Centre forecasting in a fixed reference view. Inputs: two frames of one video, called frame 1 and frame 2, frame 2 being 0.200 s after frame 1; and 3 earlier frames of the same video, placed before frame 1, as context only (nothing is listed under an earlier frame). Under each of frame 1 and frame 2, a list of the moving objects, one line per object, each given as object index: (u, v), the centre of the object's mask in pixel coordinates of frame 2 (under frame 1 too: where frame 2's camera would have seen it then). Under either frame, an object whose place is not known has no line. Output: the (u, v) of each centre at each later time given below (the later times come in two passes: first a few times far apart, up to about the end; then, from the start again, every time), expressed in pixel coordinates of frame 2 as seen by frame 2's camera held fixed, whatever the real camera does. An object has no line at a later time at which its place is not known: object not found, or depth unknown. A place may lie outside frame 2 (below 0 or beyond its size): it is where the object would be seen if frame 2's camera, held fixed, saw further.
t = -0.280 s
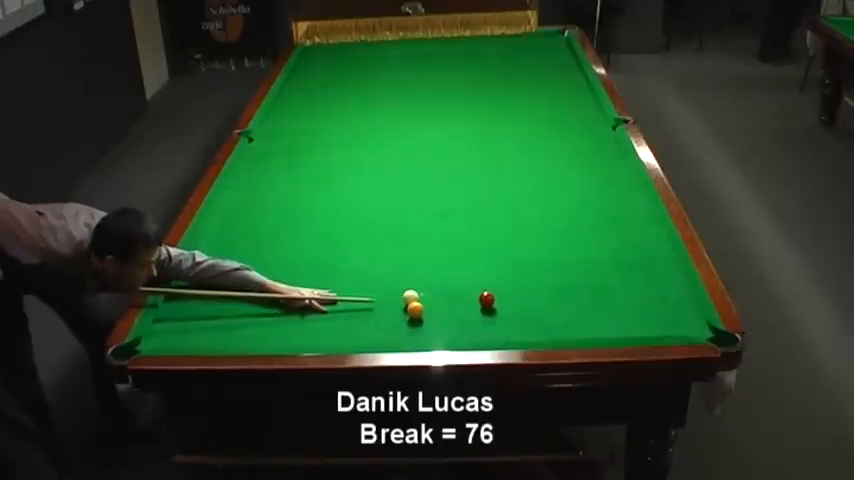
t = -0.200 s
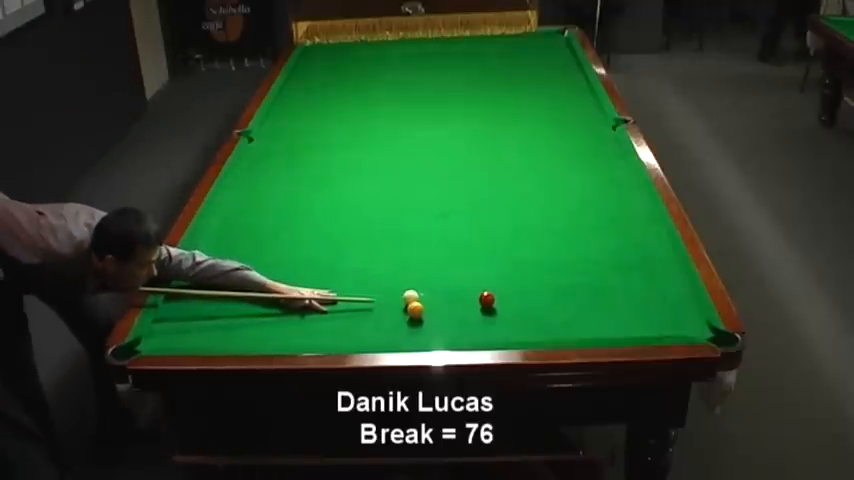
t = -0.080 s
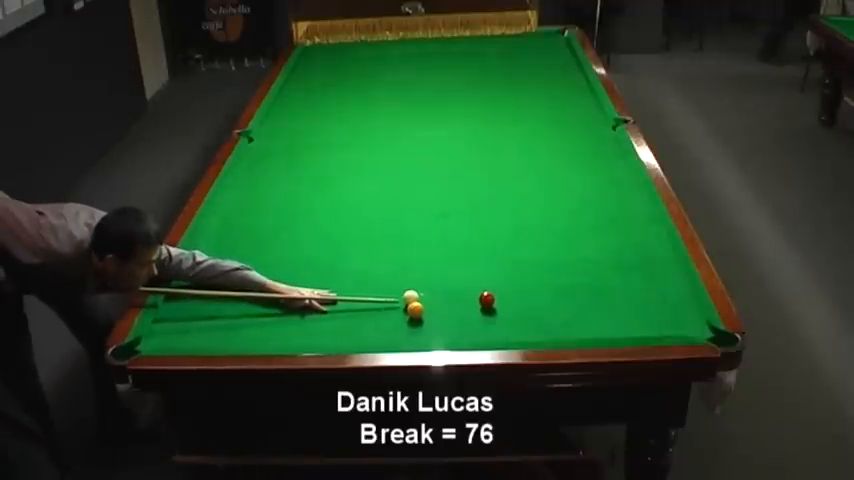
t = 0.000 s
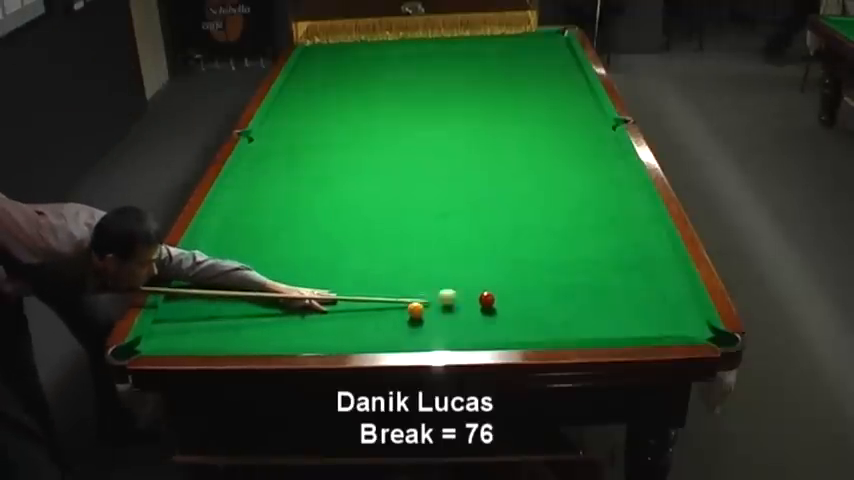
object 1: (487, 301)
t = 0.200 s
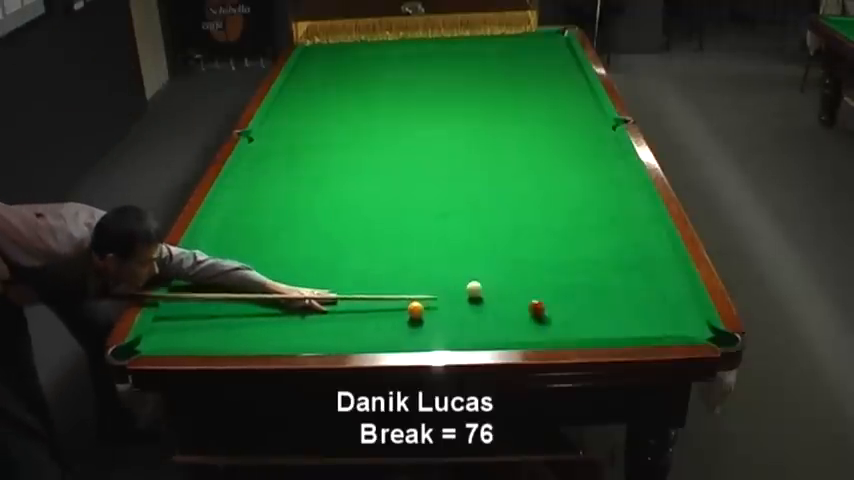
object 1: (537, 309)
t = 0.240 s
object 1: (549, 311)
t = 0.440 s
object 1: (609, 320)
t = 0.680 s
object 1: (680, 329)
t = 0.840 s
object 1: (724, 344)
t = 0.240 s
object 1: (549, 311)
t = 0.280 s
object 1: (561, 313)
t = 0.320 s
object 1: (573, 314)
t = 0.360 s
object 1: (585, 316)
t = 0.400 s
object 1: (597, 318)
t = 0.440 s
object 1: (609, 320)
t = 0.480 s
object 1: (621, 322)
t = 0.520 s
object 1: (633, 323)
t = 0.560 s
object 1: (645, 325)
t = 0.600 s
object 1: (656, 326)
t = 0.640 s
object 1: (668, 328)
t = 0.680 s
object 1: (680, 329)
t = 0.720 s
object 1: (692, 330)
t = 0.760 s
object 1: (705, 333)
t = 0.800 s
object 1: (717, 337)
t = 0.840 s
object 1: (724, 344)
